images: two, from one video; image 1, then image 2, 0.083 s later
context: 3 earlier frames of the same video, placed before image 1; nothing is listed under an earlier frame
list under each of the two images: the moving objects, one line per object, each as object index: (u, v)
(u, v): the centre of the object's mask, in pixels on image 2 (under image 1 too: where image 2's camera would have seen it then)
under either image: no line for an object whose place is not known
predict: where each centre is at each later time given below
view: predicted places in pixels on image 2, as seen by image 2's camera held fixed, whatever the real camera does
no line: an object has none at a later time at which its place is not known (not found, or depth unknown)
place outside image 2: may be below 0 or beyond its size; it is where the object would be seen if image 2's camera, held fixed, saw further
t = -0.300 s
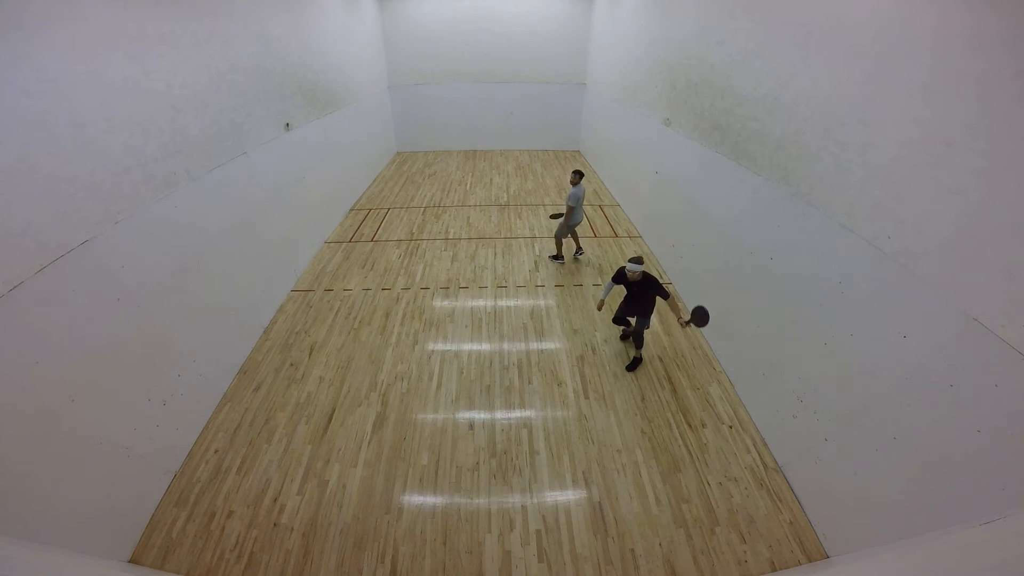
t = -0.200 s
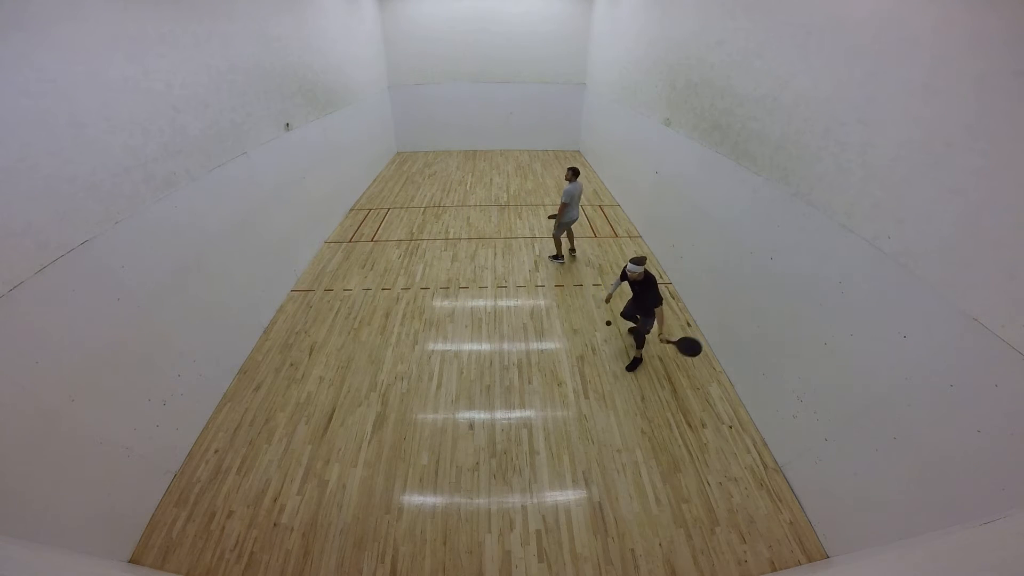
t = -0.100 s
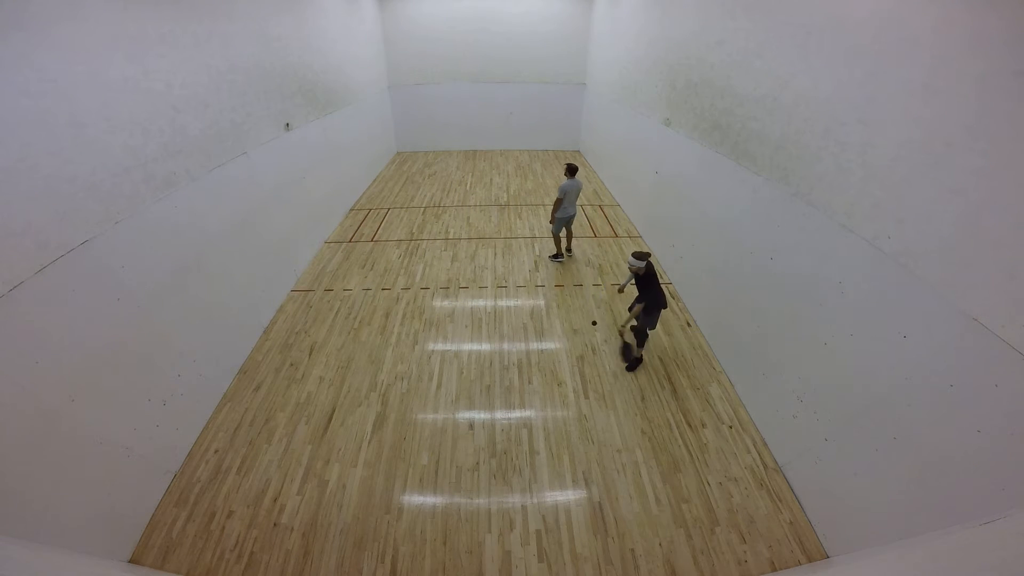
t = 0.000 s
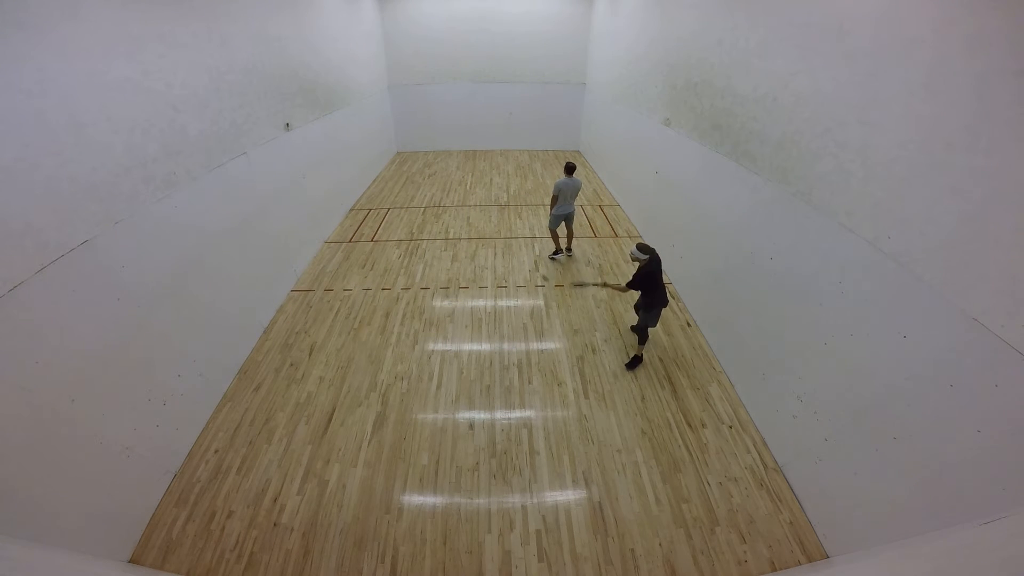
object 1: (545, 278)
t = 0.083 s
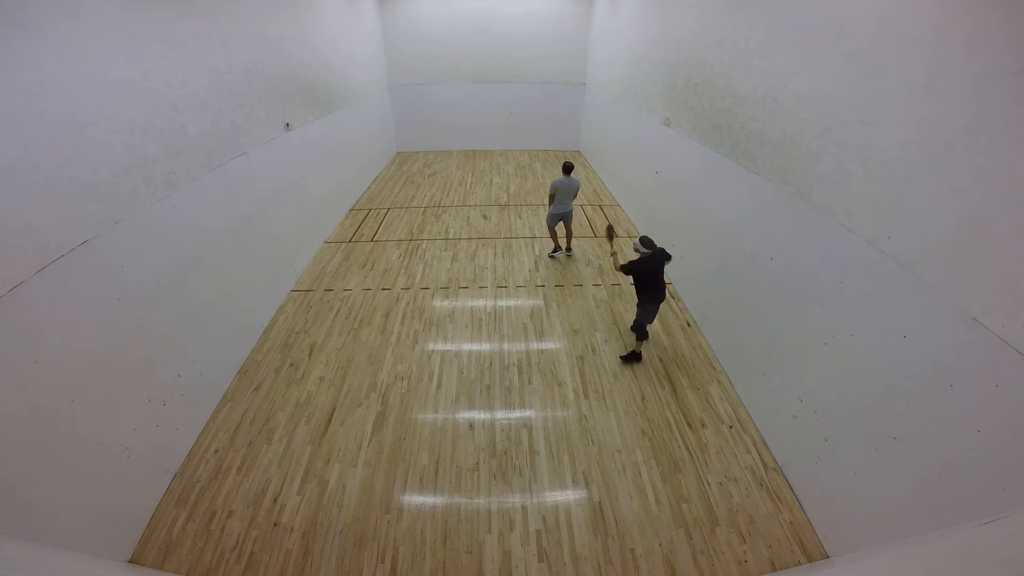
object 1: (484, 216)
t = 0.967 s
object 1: (484, 134)
